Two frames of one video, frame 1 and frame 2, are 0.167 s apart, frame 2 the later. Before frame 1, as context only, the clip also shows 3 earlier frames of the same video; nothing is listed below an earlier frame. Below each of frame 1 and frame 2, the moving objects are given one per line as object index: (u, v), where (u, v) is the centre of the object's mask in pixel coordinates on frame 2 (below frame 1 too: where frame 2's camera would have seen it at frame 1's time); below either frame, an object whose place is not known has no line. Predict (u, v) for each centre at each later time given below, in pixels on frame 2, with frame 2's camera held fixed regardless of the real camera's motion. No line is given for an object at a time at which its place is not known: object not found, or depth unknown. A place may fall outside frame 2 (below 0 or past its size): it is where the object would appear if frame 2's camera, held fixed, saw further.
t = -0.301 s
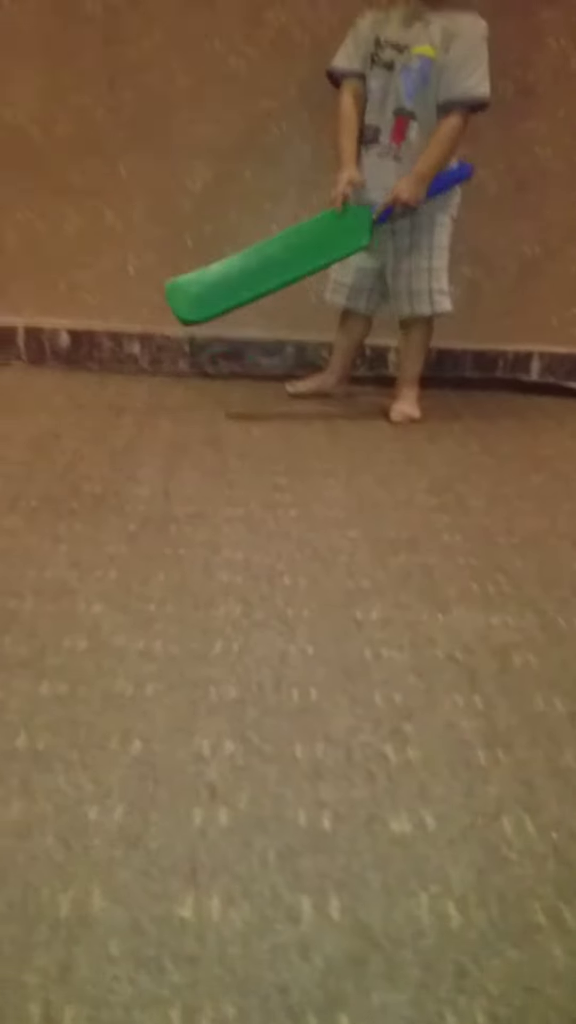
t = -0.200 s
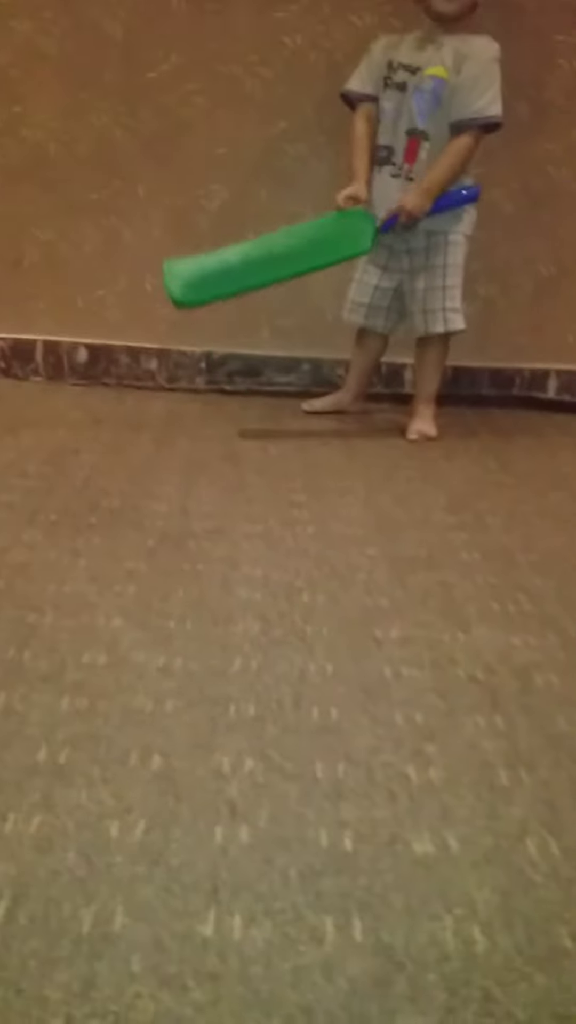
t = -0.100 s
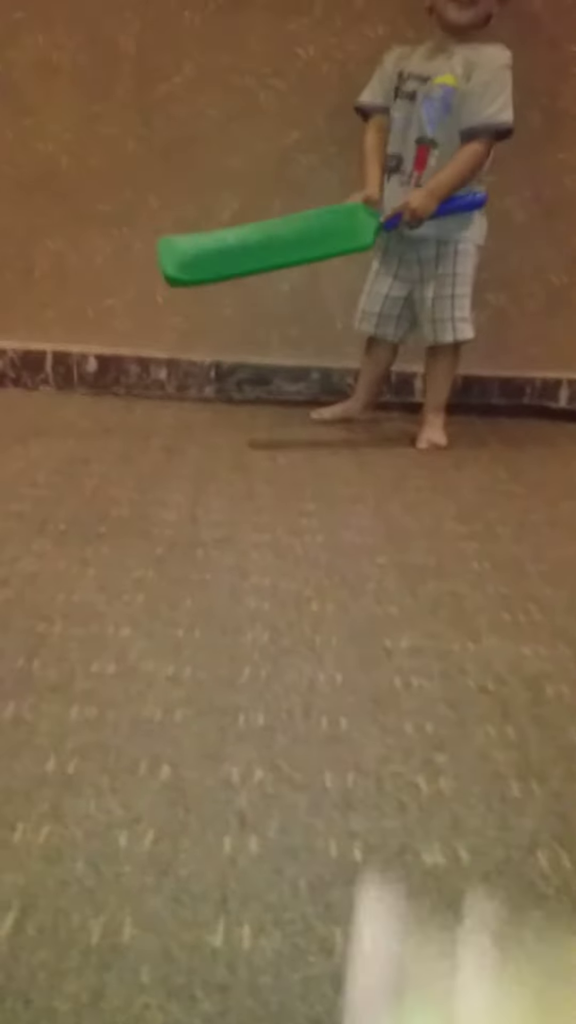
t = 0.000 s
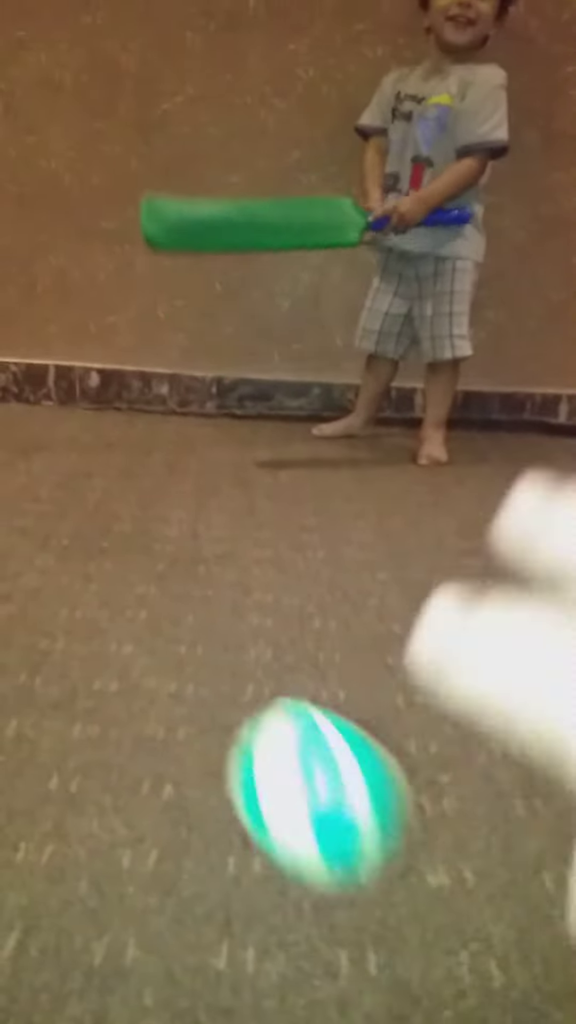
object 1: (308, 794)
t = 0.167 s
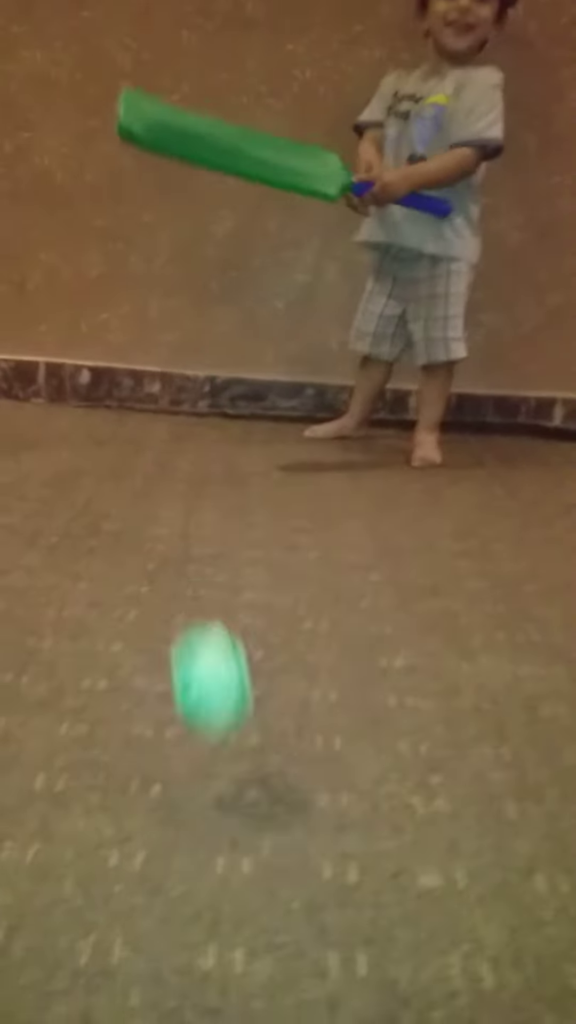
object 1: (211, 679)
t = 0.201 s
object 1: (209, 628)
